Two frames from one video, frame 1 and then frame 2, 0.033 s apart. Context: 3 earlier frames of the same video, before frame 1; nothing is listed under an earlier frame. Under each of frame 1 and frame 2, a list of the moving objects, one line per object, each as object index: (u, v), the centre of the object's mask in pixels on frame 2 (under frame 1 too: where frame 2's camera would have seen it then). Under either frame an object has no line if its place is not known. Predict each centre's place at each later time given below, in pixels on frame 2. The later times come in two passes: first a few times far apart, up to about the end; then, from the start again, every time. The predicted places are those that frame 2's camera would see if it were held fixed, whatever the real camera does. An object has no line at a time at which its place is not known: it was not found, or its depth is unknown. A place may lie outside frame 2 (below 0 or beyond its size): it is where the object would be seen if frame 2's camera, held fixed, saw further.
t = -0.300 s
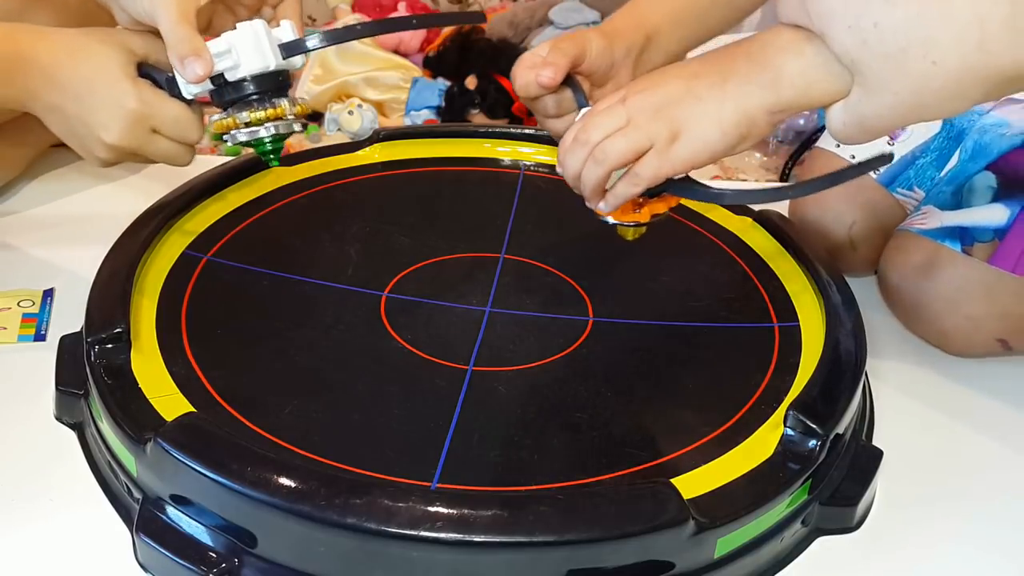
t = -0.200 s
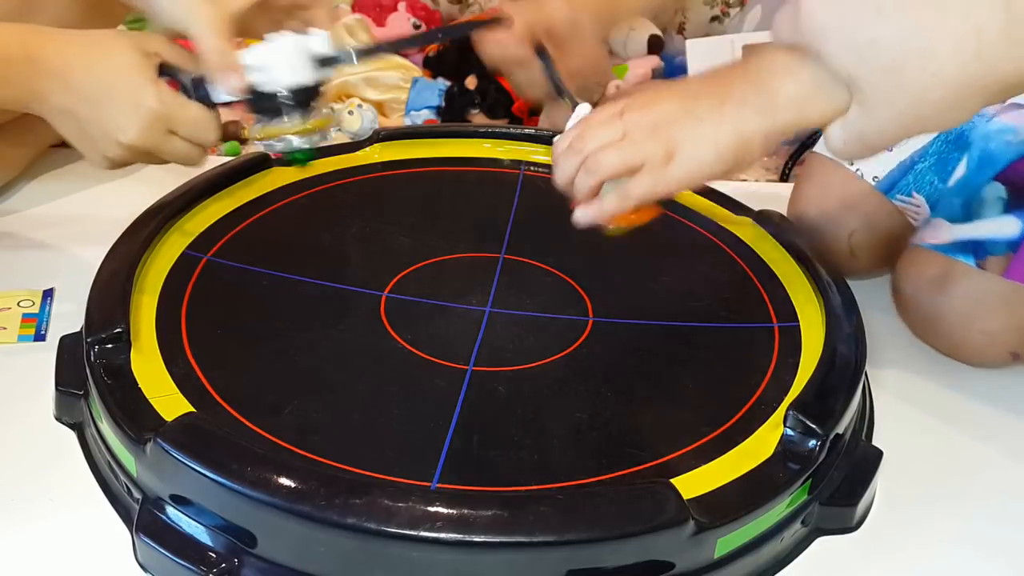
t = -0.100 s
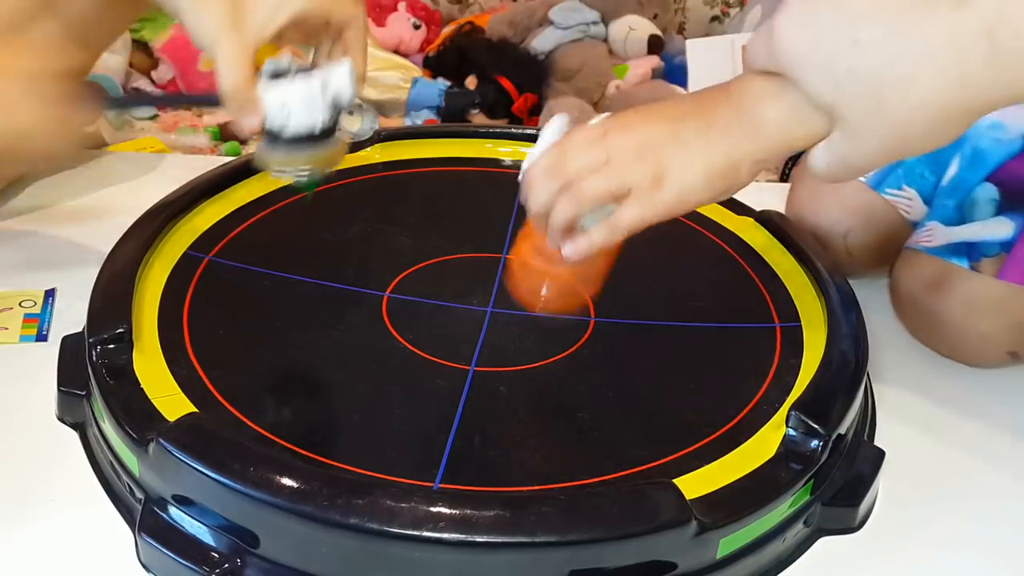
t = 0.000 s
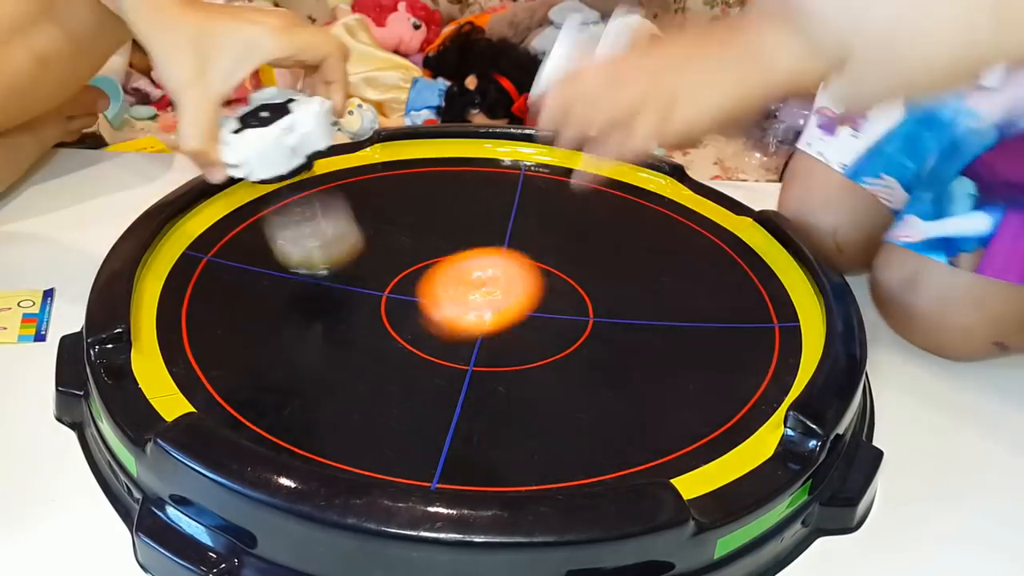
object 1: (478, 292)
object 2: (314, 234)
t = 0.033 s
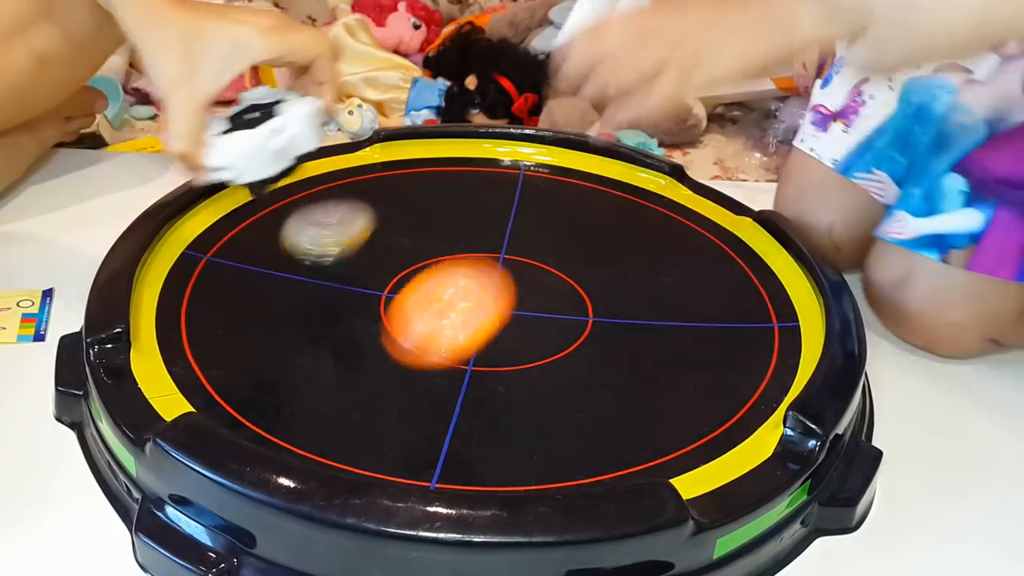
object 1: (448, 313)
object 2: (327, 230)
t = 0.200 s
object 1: (320, 386)
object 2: (397, 263)
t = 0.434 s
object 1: (379, 417)
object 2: (475, 342)
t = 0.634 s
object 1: (508, 444)
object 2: (562, 371)
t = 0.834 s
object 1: (593, 428)
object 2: (636, 363)
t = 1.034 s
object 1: (588, 387)
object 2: (664, 333)
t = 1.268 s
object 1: (513, 330)
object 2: (624, 283)
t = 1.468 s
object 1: (440, 287)
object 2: (548, 249)
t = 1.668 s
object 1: (382, 258)
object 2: (464, 229)
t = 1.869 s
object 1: (288, 253)
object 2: (427, 215)
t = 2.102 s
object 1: (221, 284)
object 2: (411, 207)
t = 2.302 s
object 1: (267, 296)
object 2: (409, 208)
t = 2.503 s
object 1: (332, 295)
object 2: (420, 225)
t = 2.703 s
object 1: (407, 288)
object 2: (479, 256)
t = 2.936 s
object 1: (358, 310)
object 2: (641, 240)
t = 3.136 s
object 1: (354, 328)
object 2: (698, 230)
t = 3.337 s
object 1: (386, 335)
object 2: (739, 230)
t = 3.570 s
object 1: (450, 326)
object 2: (721, 248)
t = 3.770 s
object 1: (502, 301)
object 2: (681, 278)
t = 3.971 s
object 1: (529, 267)
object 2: (616, 309)
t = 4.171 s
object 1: (534, 237)
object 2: (544, 329)
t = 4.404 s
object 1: (535, 217)
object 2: (465, 332)
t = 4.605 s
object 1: (523, 211)
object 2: (414, 321)
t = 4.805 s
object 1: (505, 218)
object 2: (369, 299)
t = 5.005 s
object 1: (485, 235)
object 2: (348, 269)
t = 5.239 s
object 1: (473, 267)
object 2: (353, 233)
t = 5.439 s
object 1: (477, 294)
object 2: (379, 211)
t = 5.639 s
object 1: (486, 314)
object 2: (416, 201)
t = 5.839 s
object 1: (489, 322)
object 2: (468, 203)
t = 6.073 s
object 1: (488, 316)
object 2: (538, 215)
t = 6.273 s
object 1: (487, 301)
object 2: (595, 230)
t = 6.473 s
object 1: (490, 285)
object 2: (635, 247)
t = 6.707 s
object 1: (498, 263)
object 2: (649, 272)
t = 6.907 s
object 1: (501, 247)
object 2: (633, 295)
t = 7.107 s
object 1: (512, 239)
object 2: (591, 313)
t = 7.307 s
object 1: (521, 236)
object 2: (535, 323)
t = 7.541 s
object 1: (521, 241)
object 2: (464, 317)
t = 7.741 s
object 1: (512, 254)
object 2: (409, 304)
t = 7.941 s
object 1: (500, 273)
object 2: (367, 286)
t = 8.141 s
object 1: (490, 293)
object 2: (350, 269)
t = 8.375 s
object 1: (485, 307)
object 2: (368, 248)
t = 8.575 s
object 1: (482, 307)
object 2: (401, 240)
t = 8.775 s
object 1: (483, 305)
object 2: (452, 239)
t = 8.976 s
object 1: (490, 290)
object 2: (517, 238)
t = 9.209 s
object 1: (496, 269)
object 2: (576, 244)
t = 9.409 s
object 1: (502, 252)
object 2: (607, 253)
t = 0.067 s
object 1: (416, 353)
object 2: (340, 220)
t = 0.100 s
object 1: (386, 367)
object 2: (354, 229)
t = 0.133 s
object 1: (358, 378)
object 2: (368, 255)
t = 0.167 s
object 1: (336, 381)
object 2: (382, 260)
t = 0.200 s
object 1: (320, 386)
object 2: (397, 263)
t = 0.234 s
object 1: (312, 389)
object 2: (410, 282)
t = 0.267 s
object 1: (309, 392)
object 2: (422, 291)
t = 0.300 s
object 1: (313, 396)
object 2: (433, 303)
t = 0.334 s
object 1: (323, 400)
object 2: (441, 313)
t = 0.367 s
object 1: (338, 405)
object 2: (451, 324)
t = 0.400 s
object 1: (358, 410)
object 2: (463, 334)
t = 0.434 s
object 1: (379, 417)
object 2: (475, 342)
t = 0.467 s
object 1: (402, 422)
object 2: (488, 350)
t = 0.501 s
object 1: (425, 427)
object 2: (502, 356)
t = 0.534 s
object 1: (445, 431)
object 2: (516, 361)
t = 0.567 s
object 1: (465, 435)
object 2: (532, 365)
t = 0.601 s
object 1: (487, 439)
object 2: (547, 368)
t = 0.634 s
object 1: (508, 444)
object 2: (562, 371)
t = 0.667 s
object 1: (527, 447)
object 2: (577, 372)
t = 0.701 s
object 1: (546, 444)
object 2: (591, 372)
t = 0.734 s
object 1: (562, 442)
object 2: (604, 371)
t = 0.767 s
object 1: (575, 439)
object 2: (616, 369)
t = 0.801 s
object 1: (585, 434)
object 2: (627, 366)
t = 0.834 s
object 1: (593, 428)
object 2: (636, 363)
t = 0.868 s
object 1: (597, 422)
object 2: (645, 359)
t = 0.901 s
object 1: (599, 415)
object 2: (651, 355)
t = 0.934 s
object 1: (600, 409)
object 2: (657, 351)
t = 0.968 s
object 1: (598, 402)
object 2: (661, 345)
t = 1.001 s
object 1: (594, 395)
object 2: (664, 339)
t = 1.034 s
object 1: (588, 387)
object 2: (664, 333)
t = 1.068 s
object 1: (579, 379)
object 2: (664, 326)
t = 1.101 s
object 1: (570, 371)
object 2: (661, 319)
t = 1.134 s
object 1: (560, 363)
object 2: (657, 312)
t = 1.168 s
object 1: (550, 354)
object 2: (651, 305)
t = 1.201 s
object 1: (539, 346)
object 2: (643, 298)
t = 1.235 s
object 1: (527, 338)
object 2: (634, 290)
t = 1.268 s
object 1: (513, 330)
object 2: (624, 283)
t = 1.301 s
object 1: (496, 321)
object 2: (612, 277)
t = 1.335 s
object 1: (482, 313)
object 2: (601, 271)
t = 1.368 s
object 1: (470, 305)
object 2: (588, 265)
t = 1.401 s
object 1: (460, 298)
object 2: (576, 259)
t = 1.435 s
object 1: (450, 292)
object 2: (562, 254)
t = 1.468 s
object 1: (440, 287)
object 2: (548, 249)
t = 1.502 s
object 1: (430, 282)
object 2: (534, 245)
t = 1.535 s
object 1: (421, 277)
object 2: (520, 241)
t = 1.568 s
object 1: (412, 272)
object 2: (505, 237)
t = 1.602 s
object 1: (402, 268)
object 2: (492, 234)
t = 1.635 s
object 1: (392, 263)
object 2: (479, 231)
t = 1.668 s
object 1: (382, 258)
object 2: (464, 229)
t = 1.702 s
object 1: (371, 254)
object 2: (451, 227)
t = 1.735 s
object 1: (359, 250)
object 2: (437, 226)
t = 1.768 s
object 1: (349, 248)
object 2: (426, 225)
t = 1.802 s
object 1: (329, 249)
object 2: (425, 222)
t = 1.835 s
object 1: (307, 251)
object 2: (427, 218)
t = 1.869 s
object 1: (288, 253)
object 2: (427, 215)
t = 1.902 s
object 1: (272, 257)
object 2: (424, 212)
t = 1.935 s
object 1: (255, 261)
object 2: (421, 210)
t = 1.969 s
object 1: (239, 266)
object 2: (417, 209)
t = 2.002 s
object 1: (228, 271)
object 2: (414, 208)
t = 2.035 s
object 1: (223, 277)
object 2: (412, 207)
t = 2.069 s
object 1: (221, 281)
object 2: (411, 207)
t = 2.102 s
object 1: (221, 284)
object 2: (411, 207)
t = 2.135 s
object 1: (225, 287)
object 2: (411, 207)
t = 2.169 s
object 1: (231, 290)
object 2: (411, 207)
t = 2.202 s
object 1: (238, 292)
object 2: (410, 208)
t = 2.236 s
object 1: (248, 294)
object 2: (409, 207)
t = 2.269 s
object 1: (257, 295)
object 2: (409, 207)
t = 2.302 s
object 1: (267, 296)
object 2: (409, 208)
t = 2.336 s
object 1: (277, 296)
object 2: (409, 209)
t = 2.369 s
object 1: (287, 296)
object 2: (409, 211)
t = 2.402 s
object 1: (298, 296)
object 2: (411, 213)
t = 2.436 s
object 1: (309, 296)
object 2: (412, 217)
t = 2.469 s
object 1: (320, 296)
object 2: (416, 221)
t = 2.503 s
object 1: (332, 295)
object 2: (420, 225)
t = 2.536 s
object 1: (344, 296)
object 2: (426, 230)
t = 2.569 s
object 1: (357, 295)
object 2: (433, 236)
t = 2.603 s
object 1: (371, 294)
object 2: (441, 241)
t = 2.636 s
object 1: (384, 292)
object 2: (450, 247)
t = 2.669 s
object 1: (397, 290)
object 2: (463, 252)
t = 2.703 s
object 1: (407, 288)
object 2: (479, 256)
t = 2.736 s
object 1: (395, 290)
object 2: (510, 255)
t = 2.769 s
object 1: (384, 293)
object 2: (543, 252)
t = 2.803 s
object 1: (377, 296)
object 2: (572, 250)
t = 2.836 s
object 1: (372, 300)
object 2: (594, 247)
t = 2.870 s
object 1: (367, 303)
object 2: (614, 244)
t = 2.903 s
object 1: (362, 307)
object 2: (630, 242)
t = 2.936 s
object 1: (358, 310)
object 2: (641, 240)
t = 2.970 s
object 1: (355, 314)
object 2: (650, 237)
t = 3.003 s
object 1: (353, 317)
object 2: (660, 235)
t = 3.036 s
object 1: (352, 320)
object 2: (671, 233)
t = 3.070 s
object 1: (352, 323)
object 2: (681, 232)
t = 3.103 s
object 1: (353, 325)
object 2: (690, 231)
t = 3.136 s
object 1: (354, 328)
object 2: (698, 230)
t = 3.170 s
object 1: (357, 330)
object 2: (706, 229)
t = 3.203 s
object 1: (361, 331)
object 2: (713, 229)
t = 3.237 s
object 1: (366, 333)
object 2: (721, 229)
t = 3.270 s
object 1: (372, 334)
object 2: (728, 229)
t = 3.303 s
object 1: (379, 335)
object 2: (734, 230)
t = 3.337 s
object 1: (386, 335)
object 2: (739, 230)
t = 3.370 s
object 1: (394, 335)
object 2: (742, 231)
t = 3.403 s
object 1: (403, 335)
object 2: (740, 232)
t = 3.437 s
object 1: (413, 334)
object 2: (738, 233)
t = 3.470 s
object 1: (422, 333)
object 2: (736, 236)
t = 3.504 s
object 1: (431, 331)
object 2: (733, 239)
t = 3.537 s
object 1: (441, 328)
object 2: (728, 243)
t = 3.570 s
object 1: (450, 326)
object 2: (721, 248)
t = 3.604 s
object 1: (460, 323)
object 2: (715, 253)
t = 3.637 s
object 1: (470, 319)
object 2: (710, 257)
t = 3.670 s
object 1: (479, 314)
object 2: (705, 261)
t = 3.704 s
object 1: (487, 311)
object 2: (698, 266)
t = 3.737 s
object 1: (494, 306)
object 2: (690, 272)
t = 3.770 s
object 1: (502, 301)
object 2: (681, 278)
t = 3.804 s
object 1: (508, 296)
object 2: (671, 283)
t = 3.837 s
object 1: (514, 290)
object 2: (661, 289)
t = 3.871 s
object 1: (520, 285)
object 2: (651, 294)
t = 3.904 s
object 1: (524, 279)
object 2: (640, 299)
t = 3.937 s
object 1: (528, 273)
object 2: (628, 305)
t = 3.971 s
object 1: (529, 267)
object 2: (616, 309)
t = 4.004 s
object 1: (531, 262)
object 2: (604, 314)
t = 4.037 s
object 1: (533, 256)
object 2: (592, 318)
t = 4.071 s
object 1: (533, 251)
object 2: (580, 321)
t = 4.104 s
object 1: (533, 246)
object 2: (568, 324)
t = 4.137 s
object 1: (534, 241)
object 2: (556, 326)
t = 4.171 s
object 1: (534, 237)
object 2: (544, 329)
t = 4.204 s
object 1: (535, 233)
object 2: (532, 330)
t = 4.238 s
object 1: (535, 230)
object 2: (520, 331)
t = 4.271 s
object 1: (534, 226)
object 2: (509, 333)
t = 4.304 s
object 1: (535, 224)
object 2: (497, 333)
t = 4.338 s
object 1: (536, 222)
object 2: (486, 333)
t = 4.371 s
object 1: (536, 220)
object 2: (475, 333)
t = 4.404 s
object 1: (535, 217)
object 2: (465, 332)
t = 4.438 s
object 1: (534, 215)
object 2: (456, 330)
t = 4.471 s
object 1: (532, 213)
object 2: (447, 329)
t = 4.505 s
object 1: (530, 212)
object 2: (439, 327)
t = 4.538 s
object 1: (528, 211)
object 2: (430, 326)
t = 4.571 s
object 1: (526, 211)
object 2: (422, 323)
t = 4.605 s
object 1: (523, 211)
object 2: (414, 321)
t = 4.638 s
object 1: (520, 210)
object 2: (406, 318)
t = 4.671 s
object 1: (517, 211)
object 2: (398, 315)
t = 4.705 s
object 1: (514, 212)
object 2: (390, 311)
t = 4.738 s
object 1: (511, 214)
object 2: (383, 308)
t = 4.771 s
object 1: (508, 215)
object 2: (376, 303)
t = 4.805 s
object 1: (505, 218)
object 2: (369, 299)
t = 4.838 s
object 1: (502, 221)
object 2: (364, 294)
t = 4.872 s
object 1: (499, 223)
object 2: (359, 289)
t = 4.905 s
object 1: (495, 225)
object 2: (355, 284)
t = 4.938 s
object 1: (492, 228)
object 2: (352, 279)
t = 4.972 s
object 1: (489, 231)
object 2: (350, 274)
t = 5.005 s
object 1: (485, 235)
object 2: (348, 269)
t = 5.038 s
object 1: (482, 239)
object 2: (347, 264)
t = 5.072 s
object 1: (480, 242)
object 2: (347, 259)
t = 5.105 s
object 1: (477, 247)
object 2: (347, 253)
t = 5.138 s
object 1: (475, 251)
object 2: (348, 248)
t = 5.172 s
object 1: (474, 256)
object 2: (349, 243)
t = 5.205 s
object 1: (473, 261)
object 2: (351, 238)
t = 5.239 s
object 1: (473, 267)
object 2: (353, 233)
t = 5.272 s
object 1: (473, 271)
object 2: (356, 228)
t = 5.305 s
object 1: (473, 276)
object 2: (360, 224)
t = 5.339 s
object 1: (474, 281)
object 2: (364, 220)
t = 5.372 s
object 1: (475, 286)
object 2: (368, 217)
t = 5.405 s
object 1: (475, 290)
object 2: (373, 213)
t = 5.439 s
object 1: (477, 294)
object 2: (379, 211)
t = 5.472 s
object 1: (478, 297)
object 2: (384, 208)
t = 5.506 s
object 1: (479, 301)
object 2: (389, 206)
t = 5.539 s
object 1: (481, 305)
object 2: (396, 204)
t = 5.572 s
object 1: (483, 308)
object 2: (402, 203)
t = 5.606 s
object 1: (484, 311)
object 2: (408, 201)
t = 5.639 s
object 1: (486, 314)
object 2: (416, 201)
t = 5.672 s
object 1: (486, 317)
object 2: (424, 201)
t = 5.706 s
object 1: (488, 318)
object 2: (432, 200)
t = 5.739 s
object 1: (488, 320)
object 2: (440, 201)
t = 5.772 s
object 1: (489, 321)
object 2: (449, 201)
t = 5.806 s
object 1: (489, 322)
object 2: (459, 202)
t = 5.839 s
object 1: (489, 322)
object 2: (468, 203)
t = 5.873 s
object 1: (489, 322)
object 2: (478, 204)
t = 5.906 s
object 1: (489, 321)
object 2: (488, 206)
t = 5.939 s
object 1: (489, 321)
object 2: (497, 207)
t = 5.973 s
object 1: (489, 320)
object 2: (507, 209)
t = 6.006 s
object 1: (488, 319)
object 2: (517, 211)
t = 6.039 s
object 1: (488, 317)
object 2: (527, 213)
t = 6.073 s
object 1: (488, 316)
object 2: (538, 215)
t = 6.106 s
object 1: (487, 314)
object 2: (548, 218)
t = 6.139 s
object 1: (487, 312)
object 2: (558, 220)
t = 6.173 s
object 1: (486, 310)
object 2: (568, 223)
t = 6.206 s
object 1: (486, 307)
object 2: (578, 225)
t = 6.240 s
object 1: (486, 304)
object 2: (587, 228)
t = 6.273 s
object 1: (487, 301)
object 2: (595, 230)
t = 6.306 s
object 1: (487, 298)
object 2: (603, 233)
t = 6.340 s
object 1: (487, 294)
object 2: (610, 236)
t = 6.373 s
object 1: (487, 291)
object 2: (618, 239)
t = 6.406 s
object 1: (488, 289)
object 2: (625, 241)
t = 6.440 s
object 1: (489, 287)
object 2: (630, 244)
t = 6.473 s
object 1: (490, 285)
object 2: (635, 247)
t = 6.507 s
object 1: (491, 283)
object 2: (638, 250)
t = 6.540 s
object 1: (492, 281)
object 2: (642, 253)
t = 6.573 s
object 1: (494, 278)
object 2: (644, 257)
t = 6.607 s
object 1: (495, 275)
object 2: (647, 260)
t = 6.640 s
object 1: (496, 271)
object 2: (648, 264)
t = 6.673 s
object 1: (497, 267)
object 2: (649, 268)
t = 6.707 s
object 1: (498, 263)
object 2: (649, 272)
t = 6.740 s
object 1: (499, 259)
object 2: (648, 276)
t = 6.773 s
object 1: (499, 256)
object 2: (646, 280)
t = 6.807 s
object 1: (500, 252)
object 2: (644, 283)
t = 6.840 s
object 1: (500, 249)
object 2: (641, 288)
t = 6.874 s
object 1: (501, 248)
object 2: (637, 292)
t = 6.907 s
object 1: (501, 247)
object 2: (633, 295)
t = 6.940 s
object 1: (502, 246)
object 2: (627, 298)
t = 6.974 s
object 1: (503, 245)
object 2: (621, 301)
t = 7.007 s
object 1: (506, 244)
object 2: (614, 305)
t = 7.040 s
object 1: (508, 242)
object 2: (607, 308)
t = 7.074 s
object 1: (510, 240)
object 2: (599, 310)
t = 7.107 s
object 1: (512, 239)
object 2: (591, 313)
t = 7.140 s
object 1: (514, 238)
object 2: (582, 315)
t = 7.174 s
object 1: (516, 237)
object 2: (573, 318)
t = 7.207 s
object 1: (518, 236)
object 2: (563, 319)
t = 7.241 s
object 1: (519, 236)
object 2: (554, 321)
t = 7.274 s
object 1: (520, 235)
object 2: (544, 322)
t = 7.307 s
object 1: (521, 236)
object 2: (535, 323)
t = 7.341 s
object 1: (521, 236)
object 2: (526, 323)
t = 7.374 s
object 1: (521, 236)
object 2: (517, 323)
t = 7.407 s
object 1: (522, 237)
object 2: (507, 323)
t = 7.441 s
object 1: (522, 238)
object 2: (497, 322)
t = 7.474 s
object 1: (522, 239)
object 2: (486, 320)
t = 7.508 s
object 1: (522, 240)
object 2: (475, 319)
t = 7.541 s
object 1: (521, 241)
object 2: (464, 317)
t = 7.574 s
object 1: (521, 243)
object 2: (454, 315)
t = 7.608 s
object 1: (520, 245)
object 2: (445, 313)
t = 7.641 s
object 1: (518, 247)
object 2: (435, 311)
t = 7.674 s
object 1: (516, 249)
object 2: (426, 309)
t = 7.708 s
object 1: (514, 251)
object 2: (417, 307)
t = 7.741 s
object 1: (512, 254)
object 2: (409, 304)
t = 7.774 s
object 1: (510, 256)
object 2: (401, 302)
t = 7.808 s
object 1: (508, 259)
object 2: (393, 299)
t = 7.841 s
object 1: (506, 263)
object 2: (385, 296)
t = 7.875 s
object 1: (504, 266)
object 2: (378, 293)
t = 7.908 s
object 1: (502, 270)
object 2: (372, 289)
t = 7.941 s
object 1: (500, 273)
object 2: (367, 286)
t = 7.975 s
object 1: (497, 277)
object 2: (362, 284)
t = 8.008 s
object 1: (494, 280)
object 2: (358, 280)
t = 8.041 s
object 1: (492, 284)
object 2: (355, 277)
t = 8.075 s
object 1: (491, 287)
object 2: (352, 275)
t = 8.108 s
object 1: (490, 290)
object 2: (351, 272)
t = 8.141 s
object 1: (490, 293)
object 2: (350, 269)
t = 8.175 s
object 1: (489, 296)
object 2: (351, 265)
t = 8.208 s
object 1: (489, 299)
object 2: (352, 262)
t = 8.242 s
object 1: (488, 301)
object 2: (354, 258)
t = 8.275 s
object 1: (487, 303)
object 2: (356, 255)
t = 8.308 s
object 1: (486, 304)
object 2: (359, 252)
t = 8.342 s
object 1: (486, 306)
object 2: (364, 250)
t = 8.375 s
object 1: (485, 307)
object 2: (368, 248)
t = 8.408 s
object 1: (485, 307)
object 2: (372, 246)
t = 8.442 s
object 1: (484, 308)
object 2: (377, 244)
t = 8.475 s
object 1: (483, 308)
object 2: (383, 243)
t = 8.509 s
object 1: (483, 308)
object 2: (388, 242)
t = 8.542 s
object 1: (482, 307)
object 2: (395, 241)
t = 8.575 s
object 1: (482, 307)
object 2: (401, 240)
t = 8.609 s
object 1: (482, 307)
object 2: (407, 238)
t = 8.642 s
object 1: (482, 307)
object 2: (414, 239)
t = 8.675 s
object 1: (481, 307)
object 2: (422, 239)
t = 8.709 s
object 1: (481, 307)
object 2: (432, 239)
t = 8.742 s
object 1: (482, 306)
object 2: (442, 239)
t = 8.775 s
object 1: (483, 305)
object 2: (452, 239)
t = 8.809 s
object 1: (484, 305)
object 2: (463, 239)
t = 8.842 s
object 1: (485, 303)
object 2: (474, 239)
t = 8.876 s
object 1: (487, 300)
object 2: (485, 239)
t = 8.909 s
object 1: (488, 297)
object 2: (496, 239)
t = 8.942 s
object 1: (490, 294)
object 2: (506, 239)
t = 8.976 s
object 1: (490, 290)
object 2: (517, 238)
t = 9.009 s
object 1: (491, 287)
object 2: (527, 238)
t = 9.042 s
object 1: (491, 283)
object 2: (536, 239)
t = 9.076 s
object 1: (491, 280)
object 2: (545, 240)
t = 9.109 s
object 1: (493, 277)
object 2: (554, 241)
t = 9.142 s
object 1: (494, 275)
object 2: (562, 242)
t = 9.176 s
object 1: (495, 272)
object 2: (569, 242)
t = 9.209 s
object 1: (496, 269)
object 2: (576, 244)
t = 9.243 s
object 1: (498, 266)
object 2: (582, 245)
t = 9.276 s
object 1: (499, 263)
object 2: (588, 247)
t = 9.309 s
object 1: (500, 260)
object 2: (594, 248)
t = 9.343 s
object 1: (501, 258)
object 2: (598, 250)
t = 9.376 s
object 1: (502, 255)
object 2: (603, 252)
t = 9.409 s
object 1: (502, 252)
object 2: (607, 253)
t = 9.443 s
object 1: (502, 250)
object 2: (610, 255)
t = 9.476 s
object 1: (501, 248)
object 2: (613, 258)
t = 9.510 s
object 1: (501, 246)
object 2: (615, 260)
